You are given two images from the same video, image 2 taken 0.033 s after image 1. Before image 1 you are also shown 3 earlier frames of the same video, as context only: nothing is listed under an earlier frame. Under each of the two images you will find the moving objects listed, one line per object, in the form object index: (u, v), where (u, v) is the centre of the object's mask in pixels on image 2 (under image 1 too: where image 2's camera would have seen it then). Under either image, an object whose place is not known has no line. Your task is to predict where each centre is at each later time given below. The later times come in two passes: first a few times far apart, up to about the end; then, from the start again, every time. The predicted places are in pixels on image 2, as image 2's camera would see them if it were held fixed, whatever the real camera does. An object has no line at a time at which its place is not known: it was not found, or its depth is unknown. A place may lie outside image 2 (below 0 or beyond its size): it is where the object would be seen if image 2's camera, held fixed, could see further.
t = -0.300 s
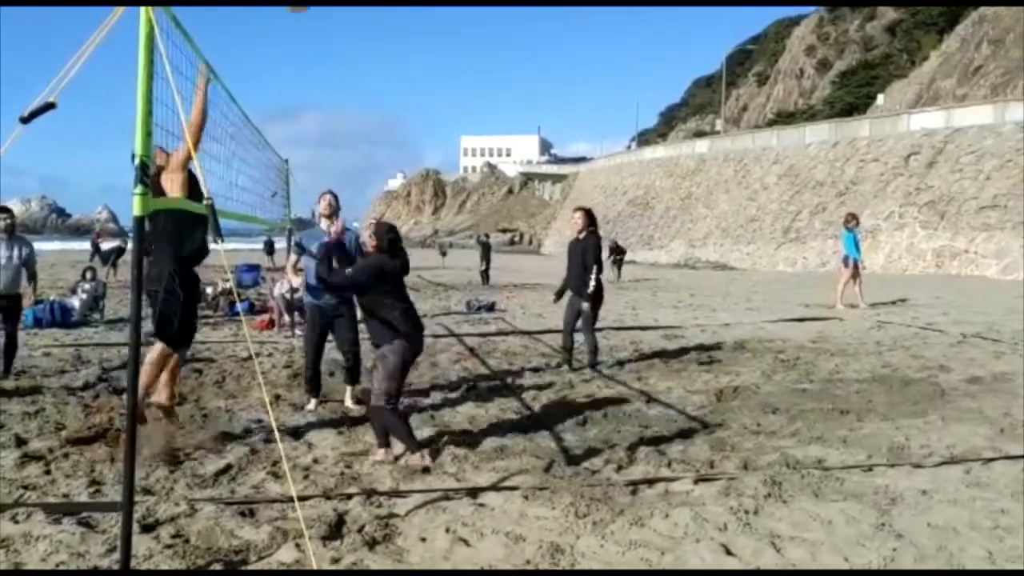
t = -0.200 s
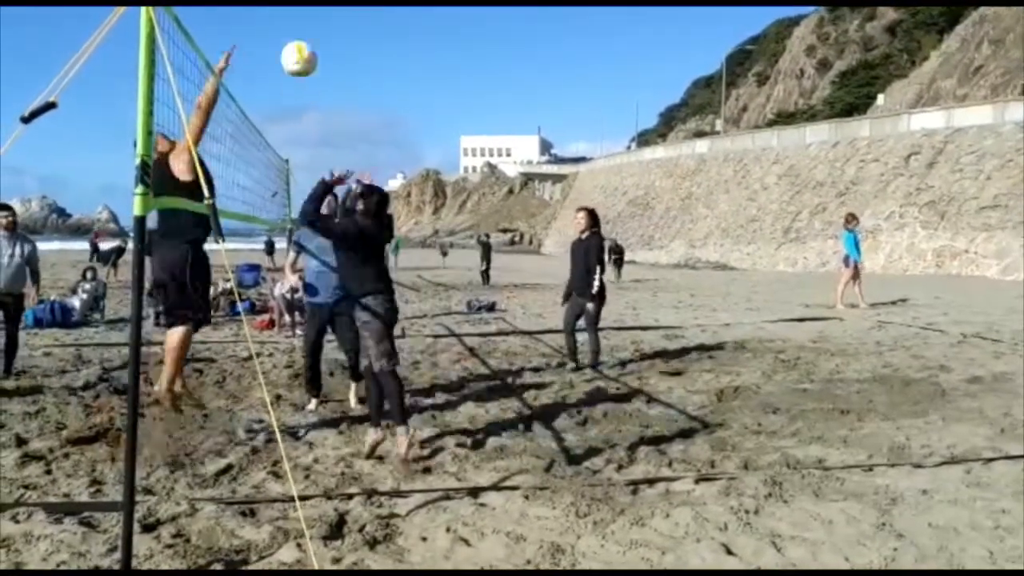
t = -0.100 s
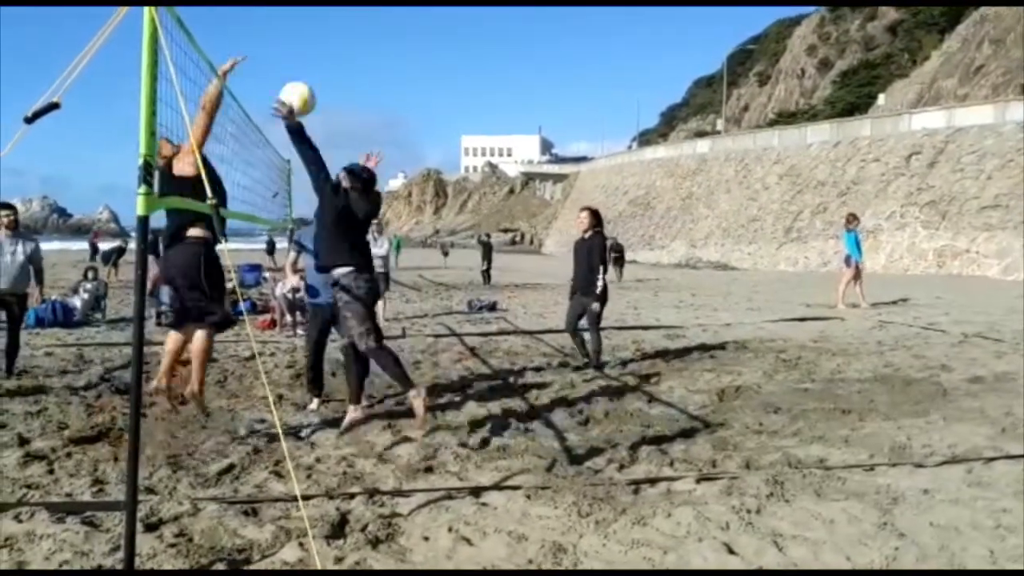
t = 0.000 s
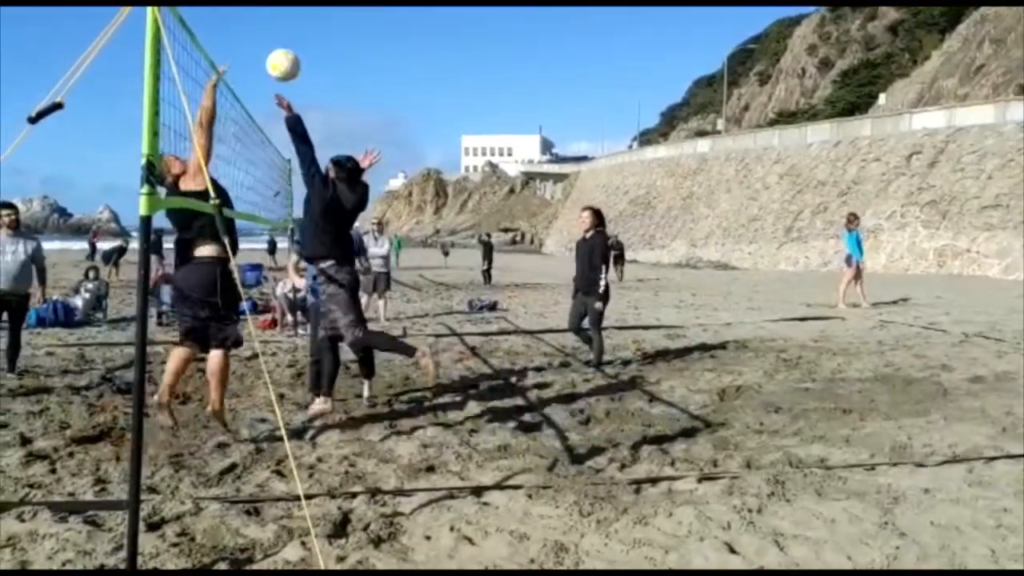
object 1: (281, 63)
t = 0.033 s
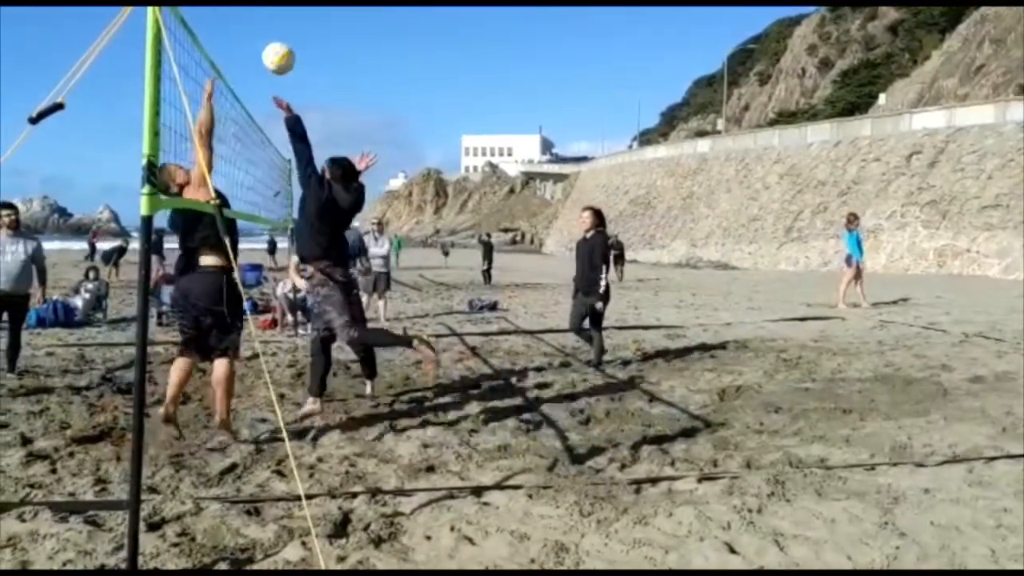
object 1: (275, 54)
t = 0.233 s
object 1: (256, 54)
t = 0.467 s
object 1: (250, 123)
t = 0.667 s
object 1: (241, 191)
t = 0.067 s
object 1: (273, 51)
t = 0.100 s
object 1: (269, 48)
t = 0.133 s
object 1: (265, 48)
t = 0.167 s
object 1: (263, 49)
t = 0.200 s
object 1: (260, 51)
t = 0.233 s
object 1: (256, 54)
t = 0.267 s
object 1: (255, 61)
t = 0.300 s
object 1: (254, 69)
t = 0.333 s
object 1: (252, 77)
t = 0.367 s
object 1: (251, 87)
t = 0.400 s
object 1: (251, 98)
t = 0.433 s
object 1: (252, 112)
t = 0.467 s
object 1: (250, 123)
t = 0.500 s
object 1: (245, 134)
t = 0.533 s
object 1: (246, 143)
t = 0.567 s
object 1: (245, 153)
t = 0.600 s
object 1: (244, 164)
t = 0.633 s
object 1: (242, 178)
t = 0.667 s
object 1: (241, 191)
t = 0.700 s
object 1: (241, 202)
